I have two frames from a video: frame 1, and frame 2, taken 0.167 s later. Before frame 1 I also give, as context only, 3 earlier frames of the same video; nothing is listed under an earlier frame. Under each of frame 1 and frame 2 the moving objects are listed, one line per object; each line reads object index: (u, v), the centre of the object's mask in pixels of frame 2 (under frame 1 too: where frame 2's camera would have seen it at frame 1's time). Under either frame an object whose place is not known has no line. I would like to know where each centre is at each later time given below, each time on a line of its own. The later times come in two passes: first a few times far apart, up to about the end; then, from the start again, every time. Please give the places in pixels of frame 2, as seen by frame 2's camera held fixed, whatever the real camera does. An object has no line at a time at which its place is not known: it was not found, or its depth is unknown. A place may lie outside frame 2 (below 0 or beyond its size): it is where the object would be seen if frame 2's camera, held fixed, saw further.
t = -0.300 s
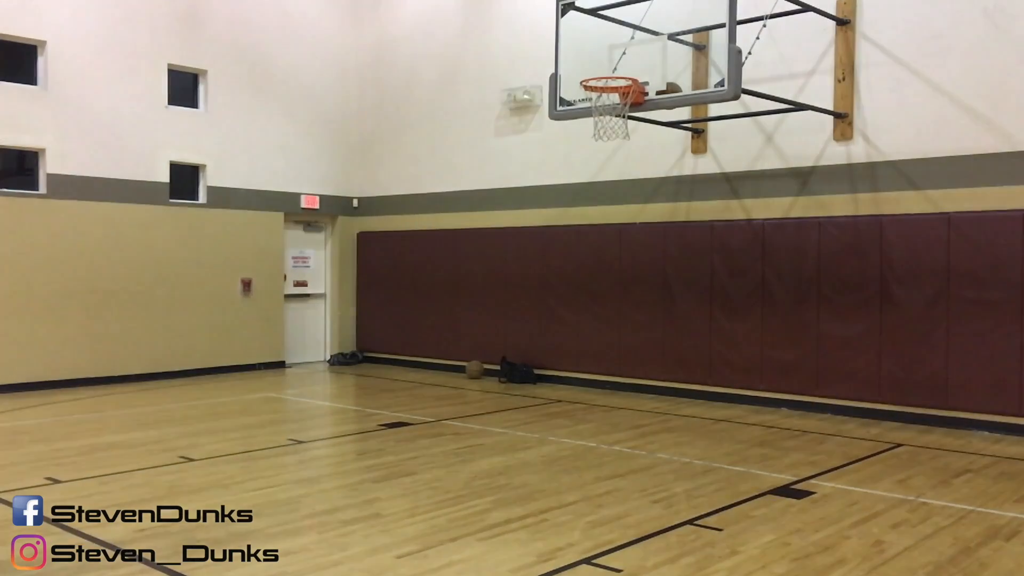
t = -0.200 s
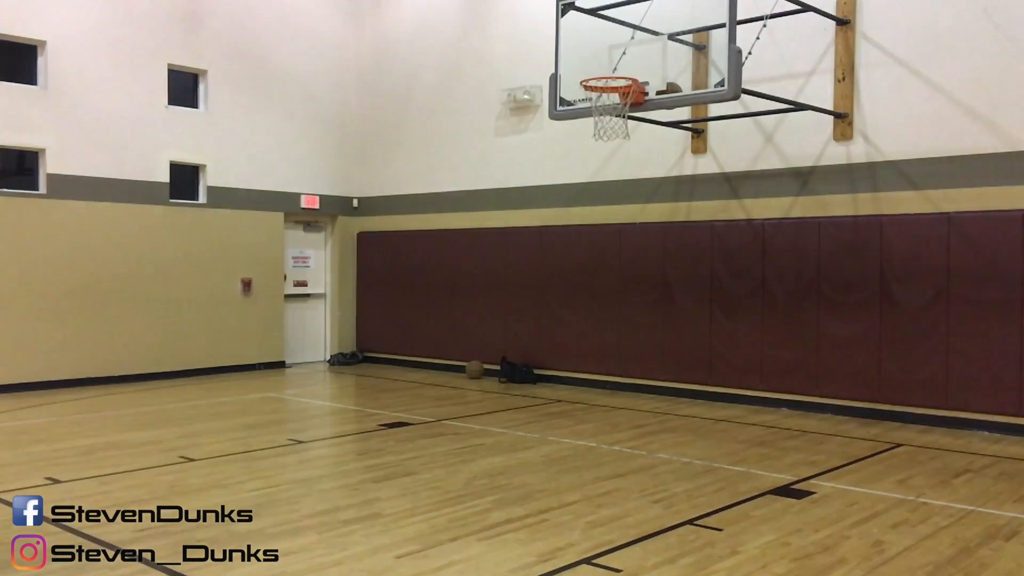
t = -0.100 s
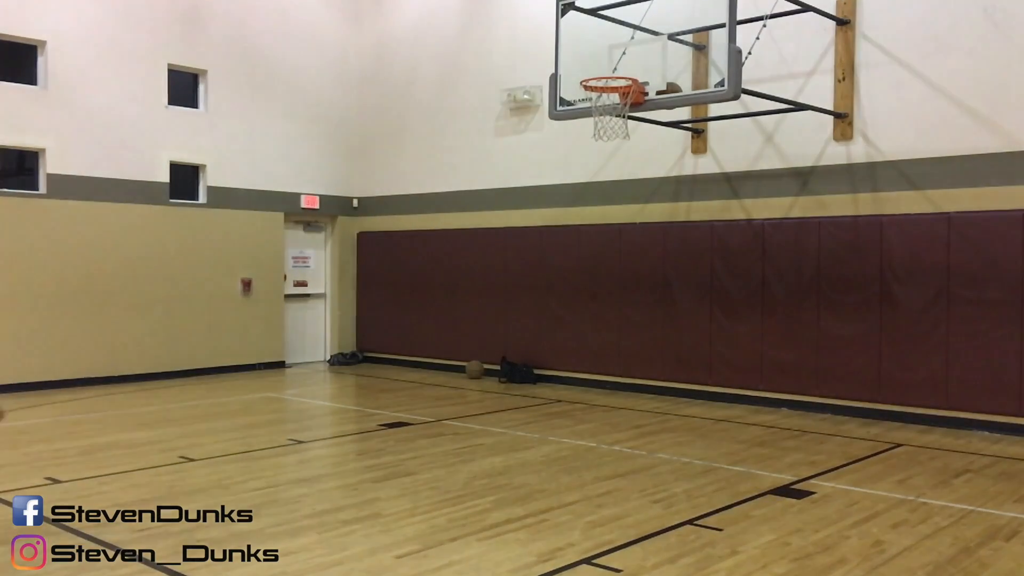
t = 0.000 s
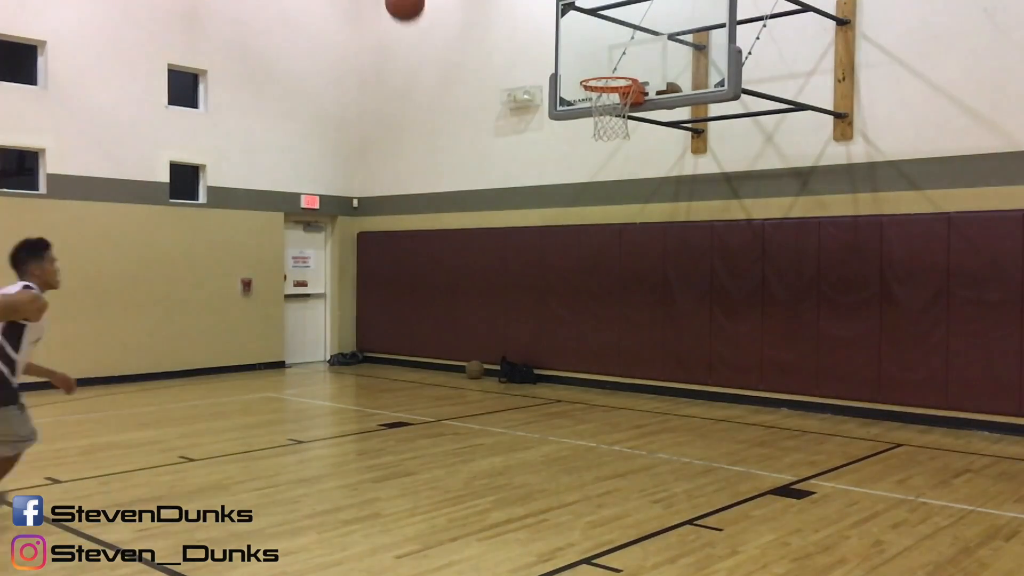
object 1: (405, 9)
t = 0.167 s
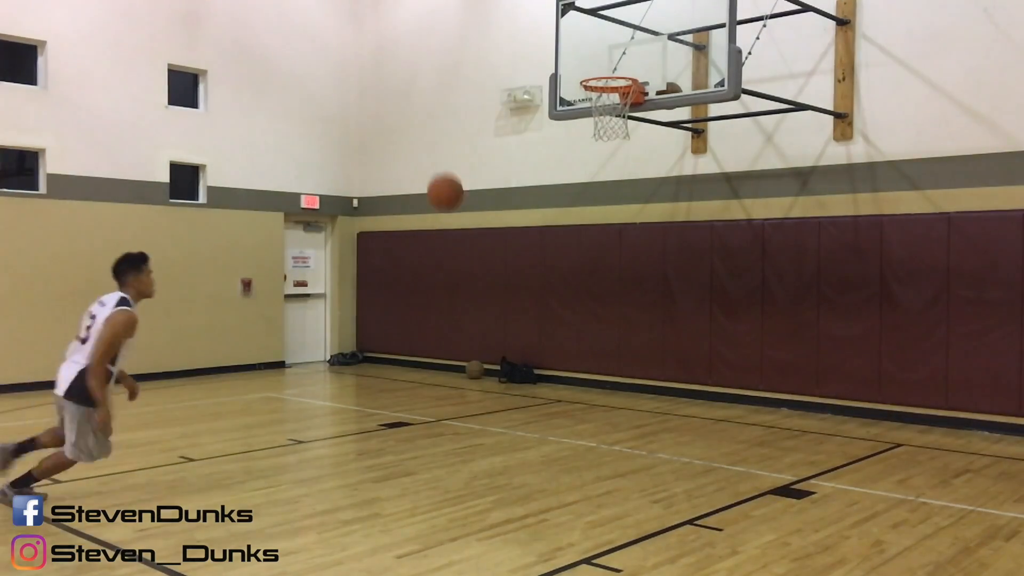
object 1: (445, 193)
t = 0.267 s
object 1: (465, 307)
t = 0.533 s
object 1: (499, 328)
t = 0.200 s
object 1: (452, 231)
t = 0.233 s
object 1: (459, 268)
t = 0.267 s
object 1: (465, 307)
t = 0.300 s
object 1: (471, 345)
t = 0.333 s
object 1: (477, 384)
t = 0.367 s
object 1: (484, 424)
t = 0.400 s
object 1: (488, 441)
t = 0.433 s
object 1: (491, 410)
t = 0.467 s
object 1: (494, 381)
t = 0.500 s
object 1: (496, 354)
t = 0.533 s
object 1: (499, 328)
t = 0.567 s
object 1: (501, 304)
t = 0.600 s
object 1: (504, 282)
